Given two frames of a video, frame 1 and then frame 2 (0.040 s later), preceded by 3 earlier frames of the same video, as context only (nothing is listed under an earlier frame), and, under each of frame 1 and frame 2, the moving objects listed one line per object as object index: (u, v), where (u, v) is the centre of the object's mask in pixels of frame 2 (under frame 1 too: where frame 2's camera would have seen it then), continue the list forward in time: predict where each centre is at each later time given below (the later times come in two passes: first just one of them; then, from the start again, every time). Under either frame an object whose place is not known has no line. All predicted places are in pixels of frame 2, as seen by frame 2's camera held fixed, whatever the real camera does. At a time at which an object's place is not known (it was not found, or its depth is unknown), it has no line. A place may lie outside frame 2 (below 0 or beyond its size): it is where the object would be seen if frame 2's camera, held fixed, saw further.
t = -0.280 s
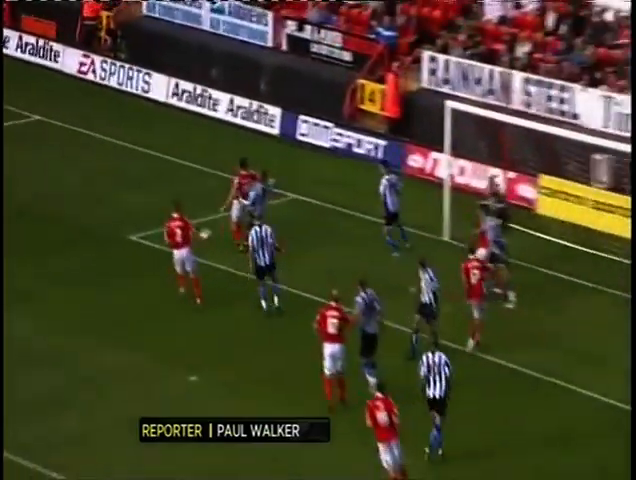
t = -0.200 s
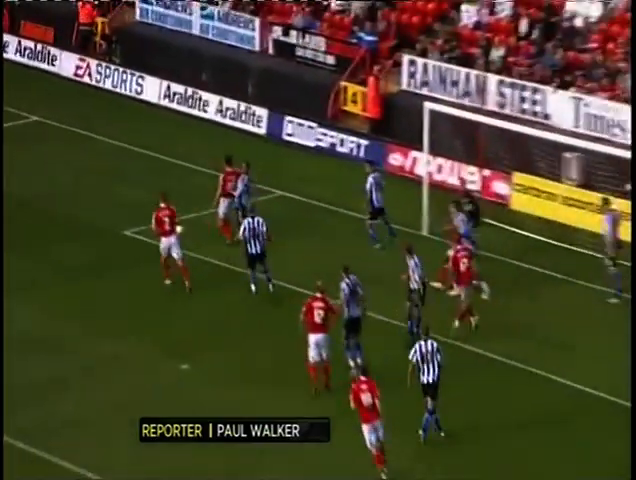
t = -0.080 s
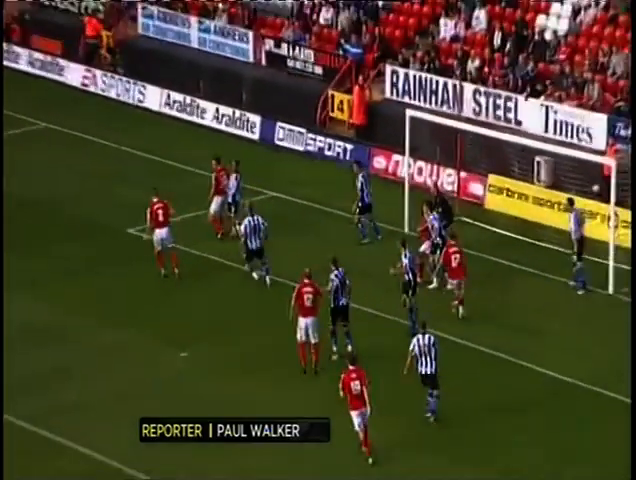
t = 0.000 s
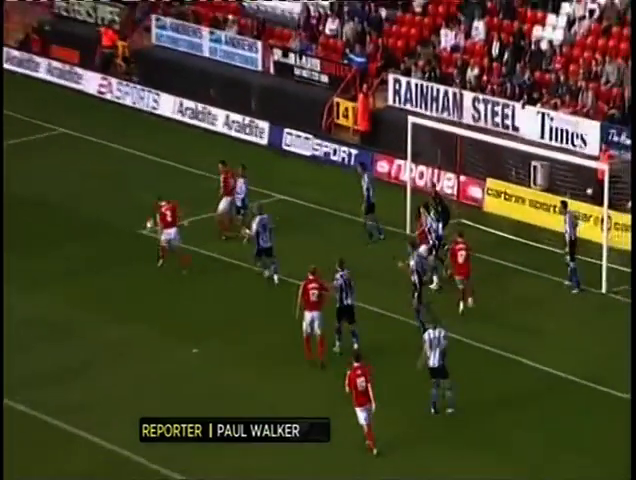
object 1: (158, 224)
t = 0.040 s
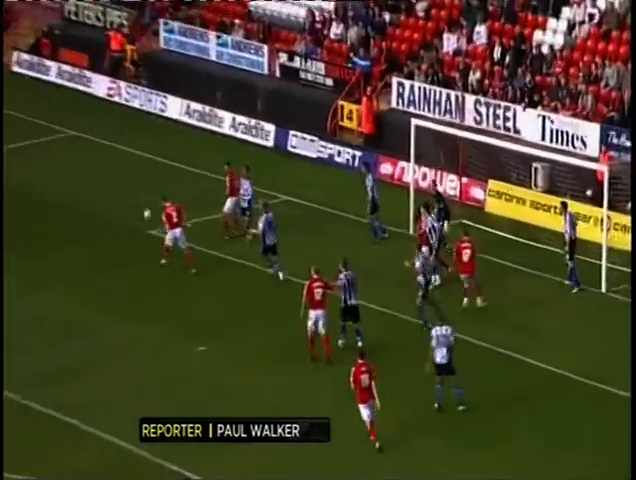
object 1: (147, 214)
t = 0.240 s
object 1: (95, 175)
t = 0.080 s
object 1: (136, 204)
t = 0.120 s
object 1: (125, 196)
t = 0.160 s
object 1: (115, 188)
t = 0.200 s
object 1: (104, 181)
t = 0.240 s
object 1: (95, 175)
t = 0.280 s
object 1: (85, 169)
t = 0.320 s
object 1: (74, 164)
